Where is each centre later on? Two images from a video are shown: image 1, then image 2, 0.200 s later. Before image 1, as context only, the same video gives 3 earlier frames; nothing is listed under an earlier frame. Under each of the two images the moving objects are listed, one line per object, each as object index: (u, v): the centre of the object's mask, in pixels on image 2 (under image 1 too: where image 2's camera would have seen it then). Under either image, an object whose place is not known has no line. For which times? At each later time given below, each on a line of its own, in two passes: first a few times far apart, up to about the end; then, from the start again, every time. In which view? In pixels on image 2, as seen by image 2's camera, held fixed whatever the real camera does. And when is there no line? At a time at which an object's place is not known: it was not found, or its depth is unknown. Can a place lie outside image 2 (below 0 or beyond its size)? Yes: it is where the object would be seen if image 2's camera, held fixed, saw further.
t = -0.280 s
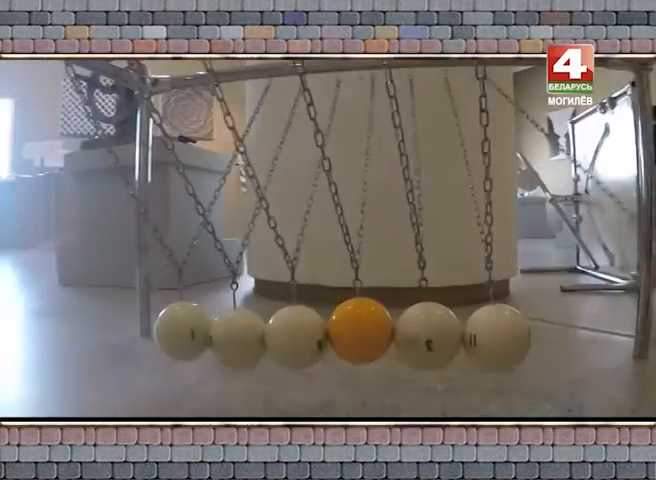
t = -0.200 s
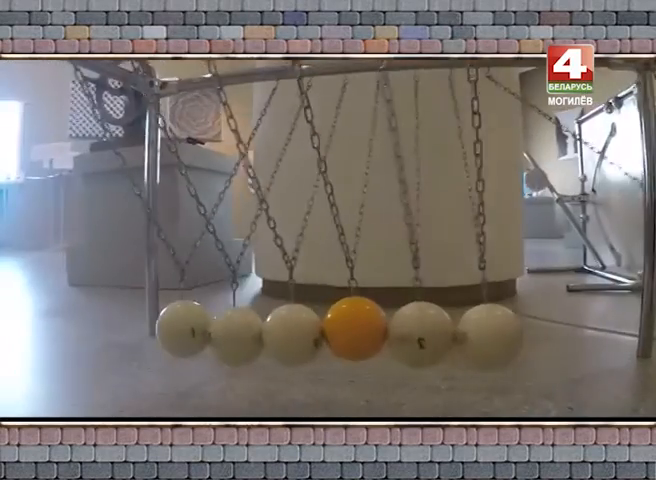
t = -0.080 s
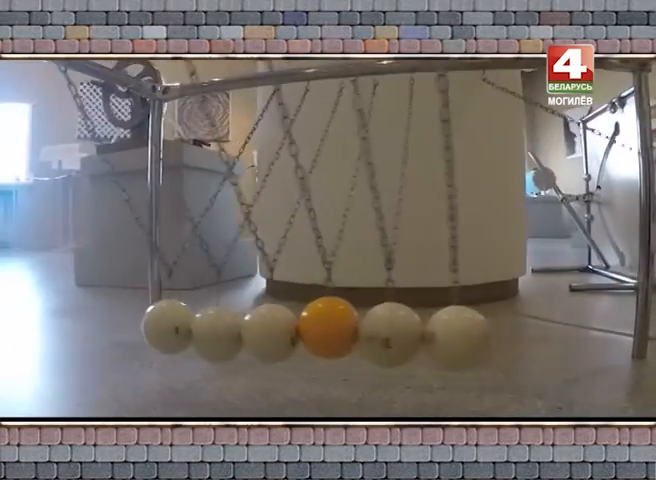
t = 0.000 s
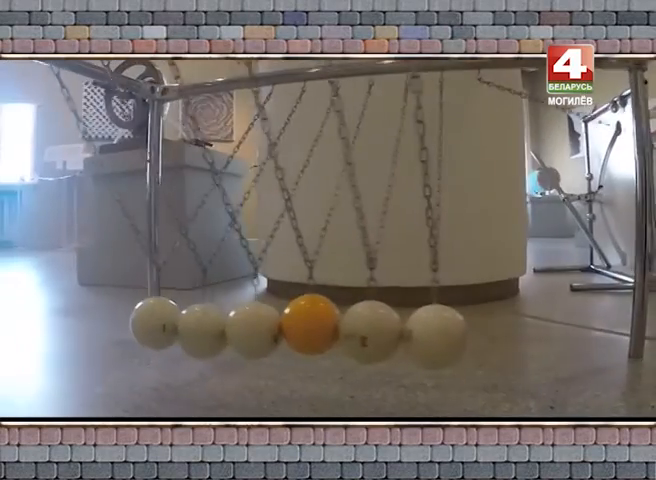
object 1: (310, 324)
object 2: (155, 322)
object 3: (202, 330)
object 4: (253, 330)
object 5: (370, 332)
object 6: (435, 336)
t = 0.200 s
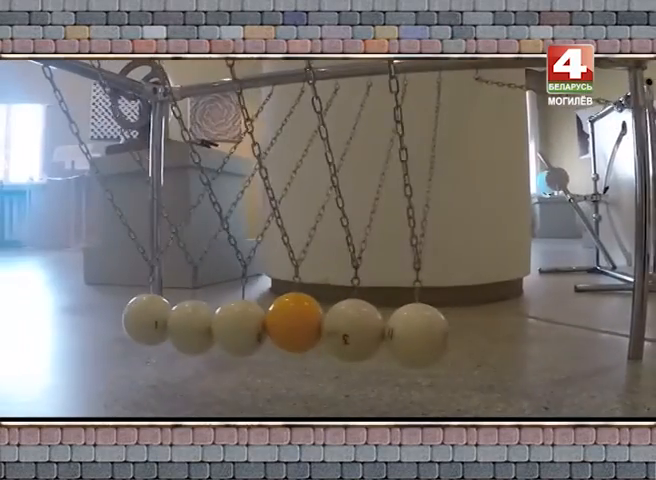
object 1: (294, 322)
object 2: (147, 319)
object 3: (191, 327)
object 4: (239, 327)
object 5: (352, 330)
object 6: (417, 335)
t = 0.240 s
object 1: (296, 322)
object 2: (149, 319)
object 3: (193, 327)
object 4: (241, 327)
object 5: (355, 330)
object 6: (419, 335)
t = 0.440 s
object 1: (324, 323)
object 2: (171, 321)
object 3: (218, 329)
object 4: (268, 328)
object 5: (384, 331)
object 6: (448, 335)
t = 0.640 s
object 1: (360, 319)
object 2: (178, 317)
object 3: (244, 329)
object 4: (300, 328)
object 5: (420, 329)
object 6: (486, 334)
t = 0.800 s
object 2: (110, 272)
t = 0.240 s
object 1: (296, 322)
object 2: (149, 319)
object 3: (193, 327)
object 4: (241, 327)
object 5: (355, 330)
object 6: (419, 335)
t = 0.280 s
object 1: (300, 323)
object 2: (153, 319)
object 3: (197, 327)
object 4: (245, 327)
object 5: (359, 330)
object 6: (423, 335)
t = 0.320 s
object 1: (305, 323)
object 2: (157, 320)
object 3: (202, 328)
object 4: (250, 328)
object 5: (364, 331)
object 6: (429, 336)
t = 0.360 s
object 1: (311, 323)
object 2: (161, 320)
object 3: (207, 329)
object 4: (255, 328)
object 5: (370, 331)
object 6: (435, 336)
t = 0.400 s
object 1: (318, 323)
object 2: (166, 321)
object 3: (212, 329)
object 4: (261, 328)
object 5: (376, 331)
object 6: (441, 336)
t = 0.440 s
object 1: (324, 323)
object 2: (171, 321)
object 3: (218, 329)
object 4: (268, 328)
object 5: (384, 331)
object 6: (448, 335)
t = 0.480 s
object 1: (331, 323)
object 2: (177, 321)
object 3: (224, 329)
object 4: (274, 328)
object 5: (391, 331)
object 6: (456, 334)
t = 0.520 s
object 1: (340, 323)
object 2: (183, 322)
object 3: (231, 329)
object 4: (282, 328)
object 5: (399, 330)
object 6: (464, 334)
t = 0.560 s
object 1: (347, 323)
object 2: (189, 322)
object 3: (237, 330)
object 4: (289, 329)
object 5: (409, 329)
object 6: (473, 334)
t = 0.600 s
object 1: (353, 323)
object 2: (194, 322)
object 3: (242, 330)
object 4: (295, 329)
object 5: (415, 329)
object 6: (480, 333)
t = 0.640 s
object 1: (360, 319)
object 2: (178, 317)
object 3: (244, 329)
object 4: (300, 328)
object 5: (420, 329)
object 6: (486, 334)
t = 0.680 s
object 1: (366, 318)
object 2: (153, 309)
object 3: (245, 328)
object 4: (305, 328)
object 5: (424, 330)
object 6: (490, 335)
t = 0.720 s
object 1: (371, 318)
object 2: (133, 298)
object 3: (245, 328)
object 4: (311, 328)
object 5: (429, 330)
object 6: (495, 335)
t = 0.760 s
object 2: (120, 285)
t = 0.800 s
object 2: (110, 272)
